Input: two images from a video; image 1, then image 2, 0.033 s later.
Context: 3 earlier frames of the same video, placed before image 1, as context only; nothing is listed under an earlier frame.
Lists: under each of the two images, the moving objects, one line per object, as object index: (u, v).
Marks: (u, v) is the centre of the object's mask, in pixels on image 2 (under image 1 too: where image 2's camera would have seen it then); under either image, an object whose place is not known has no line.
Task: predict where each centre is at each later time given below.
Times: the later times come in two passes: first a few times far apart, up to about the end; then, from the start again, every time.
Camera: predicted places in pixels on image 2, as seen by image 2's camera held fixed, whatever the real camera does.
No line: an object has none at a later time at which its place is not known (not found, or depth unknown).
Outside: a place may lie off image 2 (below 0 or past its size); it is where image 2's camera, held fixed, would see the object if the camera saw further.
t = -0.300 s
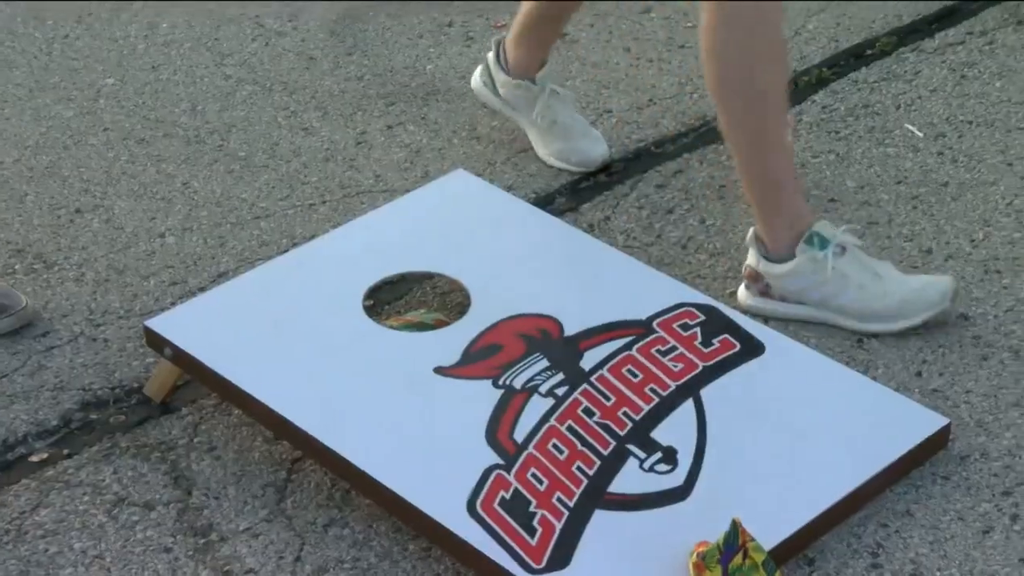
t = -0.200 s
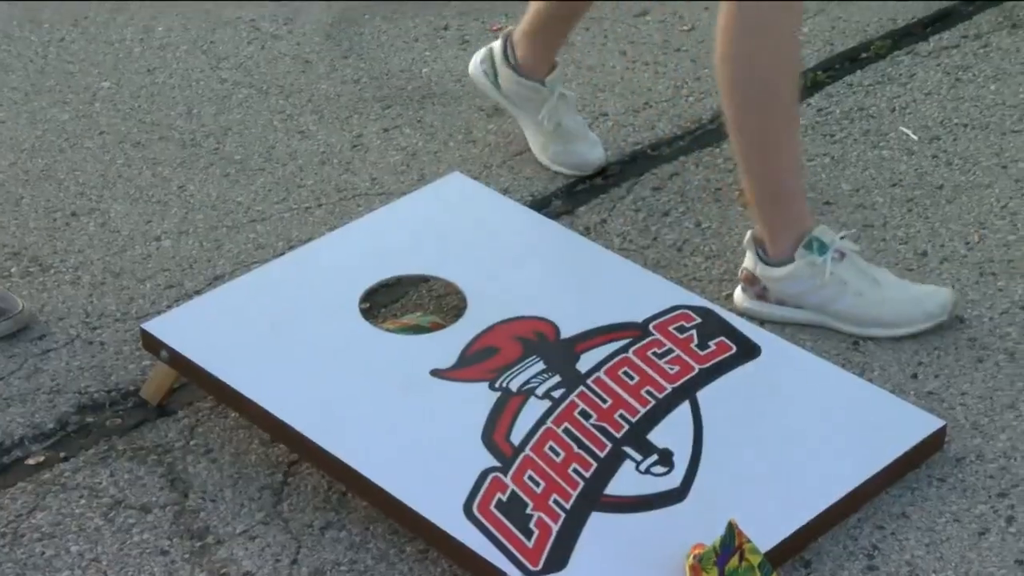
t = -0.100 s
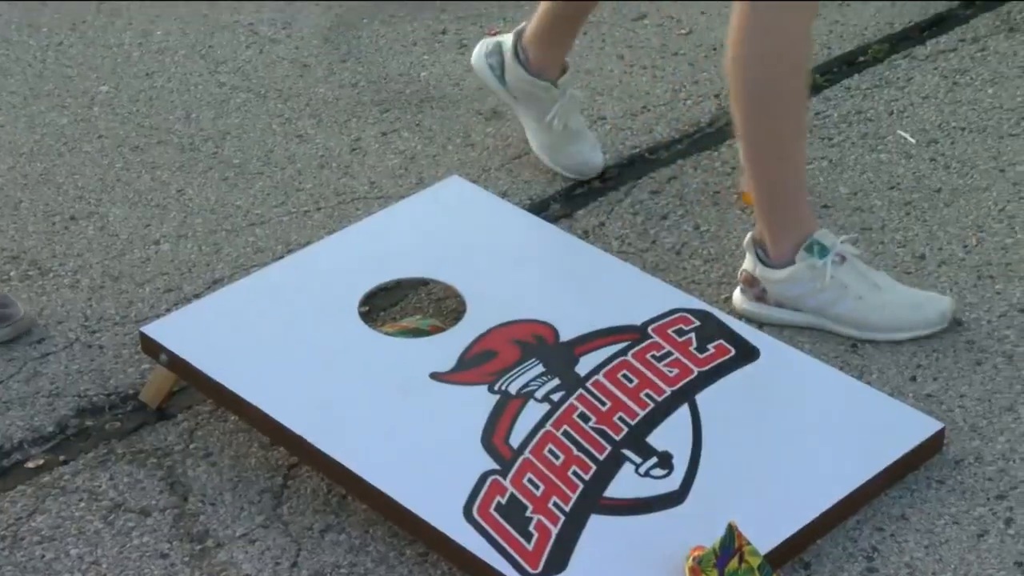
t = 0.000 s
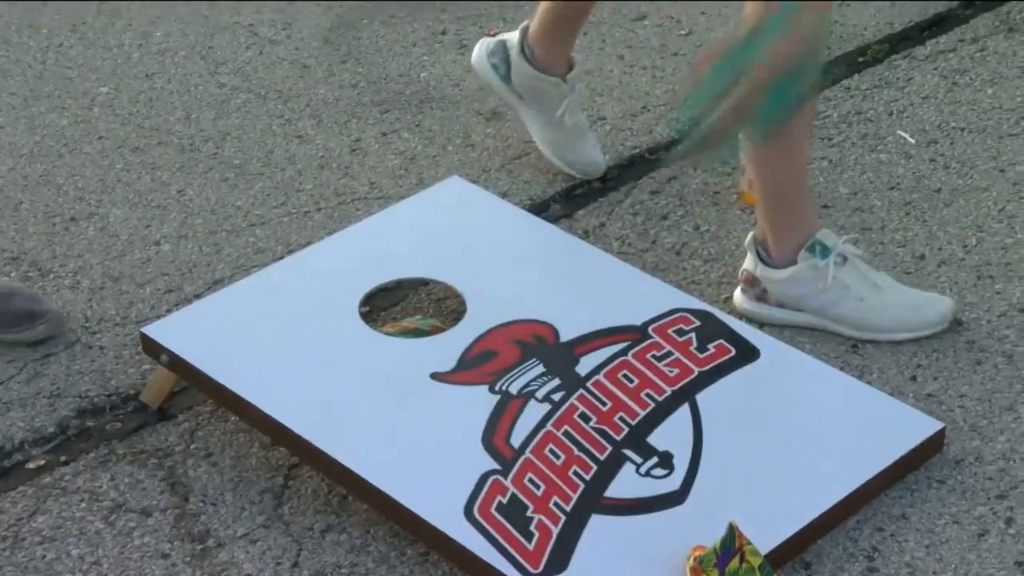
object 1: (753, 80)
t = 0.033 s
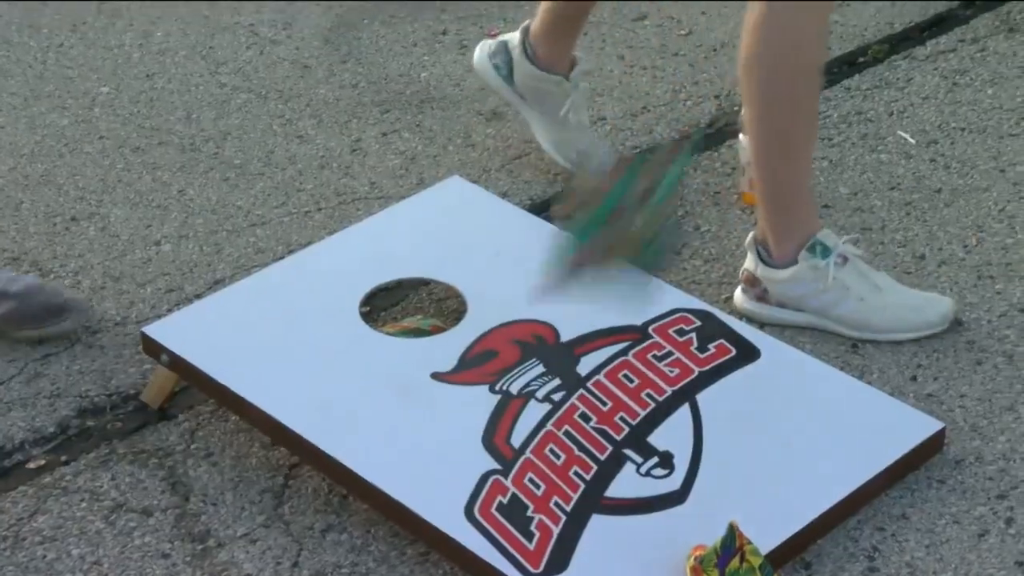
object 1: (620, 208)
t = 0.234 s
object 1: (387, 232)
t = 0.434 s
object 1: (297, 206)
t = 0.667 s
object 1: (298, 184)
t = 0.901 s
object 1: (310, 190)
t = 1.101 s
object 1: (311, 191)
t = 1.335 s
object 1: (311, 191)
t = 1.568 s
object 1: (311, 192)
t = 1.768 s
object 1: (311, 192)
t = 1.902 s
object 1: (319, 191)
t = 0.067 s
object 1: (529, 317)
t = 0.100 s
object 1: (484, 351)
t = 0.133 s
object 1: (457, 313)
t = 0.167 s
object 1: (431, 279)
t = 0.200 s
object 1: (408, 253)
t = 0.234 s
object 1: (387, 232)
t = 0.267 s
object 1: (363, 215)
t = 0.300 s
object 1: (346, 201)
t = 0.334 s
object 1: (331, 191)
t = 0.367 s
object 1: (318, 191)
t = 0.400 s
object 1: (306, 194)
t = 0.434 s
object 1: (297, 206)
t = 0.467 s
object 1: (295, 203)
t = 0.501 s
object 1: (290, 194)
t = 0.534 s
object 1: (292, 188)
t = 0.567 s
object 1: (293, 186)
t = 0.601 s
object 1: (295, 184)
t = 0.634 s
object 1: (296, 185)
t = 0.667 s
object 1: (298, 184)
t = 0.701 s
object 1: (302, 183)
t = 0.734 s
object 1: (303, 184)
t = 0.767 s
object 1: (305, 186)
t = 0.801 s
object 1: (307, 187)
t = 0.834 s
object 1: (308, 188)
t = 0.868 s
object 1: (309, 189)
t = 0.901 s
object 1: (310, 190)
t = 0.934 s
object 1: (310, 190)
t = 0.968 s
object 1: (311, 190)
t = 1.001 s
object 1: (311, 191)
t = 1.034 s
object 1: (311, 191)
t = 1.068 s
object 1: (311, 191)
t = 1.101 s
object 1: (311, 191)
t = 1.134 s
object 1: (311, 191)
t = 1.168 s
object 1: (311, 191)
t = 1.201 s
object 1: (311, 192)
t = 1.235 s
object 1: (311, 192)
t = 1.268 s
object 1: (311, 192)
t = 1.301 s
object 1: (311, 191)
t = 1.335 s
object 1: (311, 191)
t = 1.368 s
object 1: (311, 192)
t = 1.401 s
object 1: (311, 192)
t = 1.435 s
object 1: (311, 192)
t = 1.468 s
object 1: (312, 191)
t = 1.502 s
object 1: (312, 192)
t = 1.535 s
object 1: (312, 191)
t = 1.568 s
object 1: (311, 192)
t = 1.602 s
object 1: (311, 192)
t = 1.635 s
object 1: (312, 192)
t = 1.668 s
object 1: (311, 192)
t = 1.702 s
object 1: (311, 192)
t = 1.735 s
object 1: (311, 192)
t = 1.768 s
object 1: (311, 192)
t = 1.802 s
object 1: (311, 192)
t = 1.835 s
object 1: (312, 192)
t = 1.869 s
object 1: (314, 192)
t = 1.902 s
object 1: (319, 191)
